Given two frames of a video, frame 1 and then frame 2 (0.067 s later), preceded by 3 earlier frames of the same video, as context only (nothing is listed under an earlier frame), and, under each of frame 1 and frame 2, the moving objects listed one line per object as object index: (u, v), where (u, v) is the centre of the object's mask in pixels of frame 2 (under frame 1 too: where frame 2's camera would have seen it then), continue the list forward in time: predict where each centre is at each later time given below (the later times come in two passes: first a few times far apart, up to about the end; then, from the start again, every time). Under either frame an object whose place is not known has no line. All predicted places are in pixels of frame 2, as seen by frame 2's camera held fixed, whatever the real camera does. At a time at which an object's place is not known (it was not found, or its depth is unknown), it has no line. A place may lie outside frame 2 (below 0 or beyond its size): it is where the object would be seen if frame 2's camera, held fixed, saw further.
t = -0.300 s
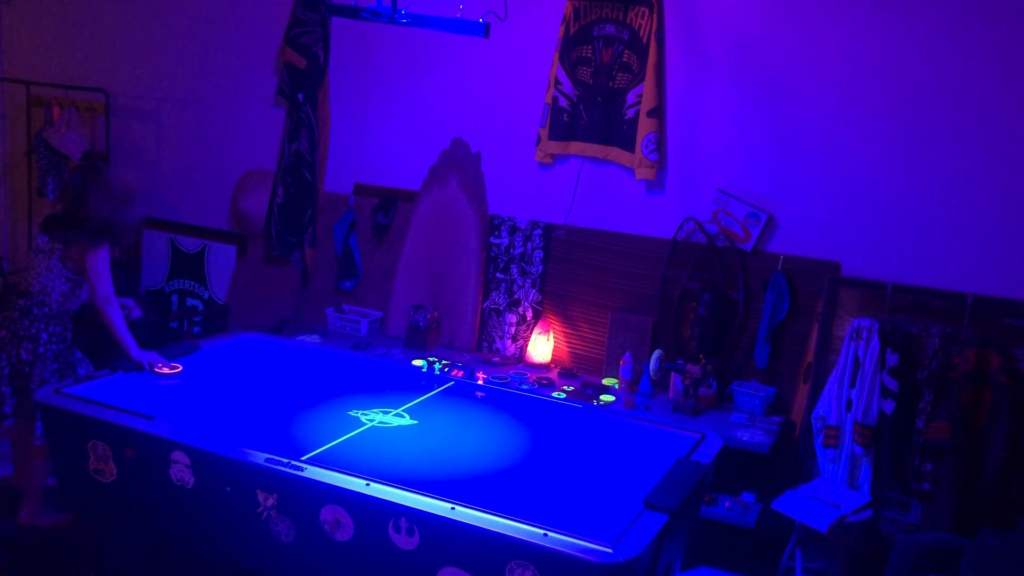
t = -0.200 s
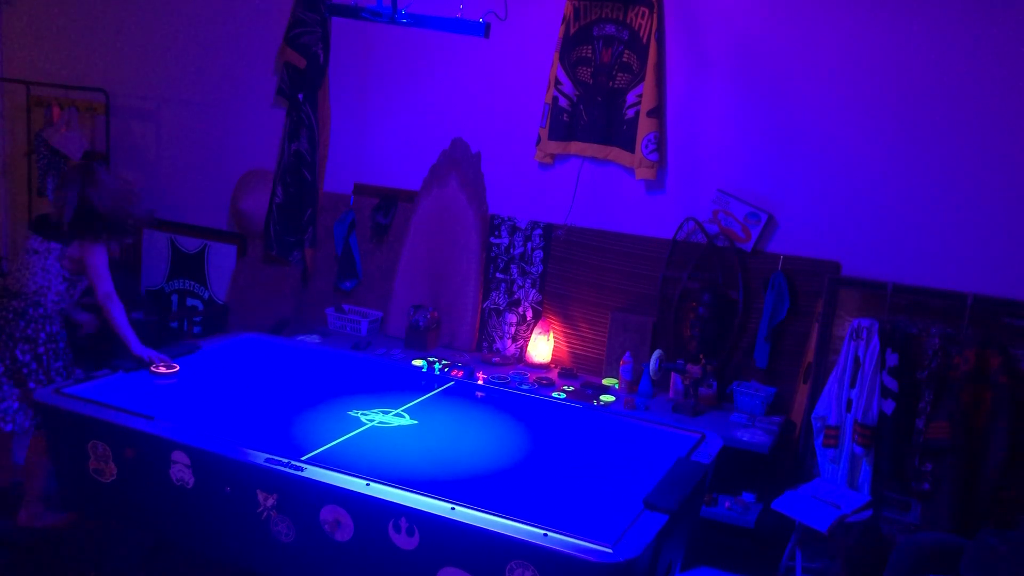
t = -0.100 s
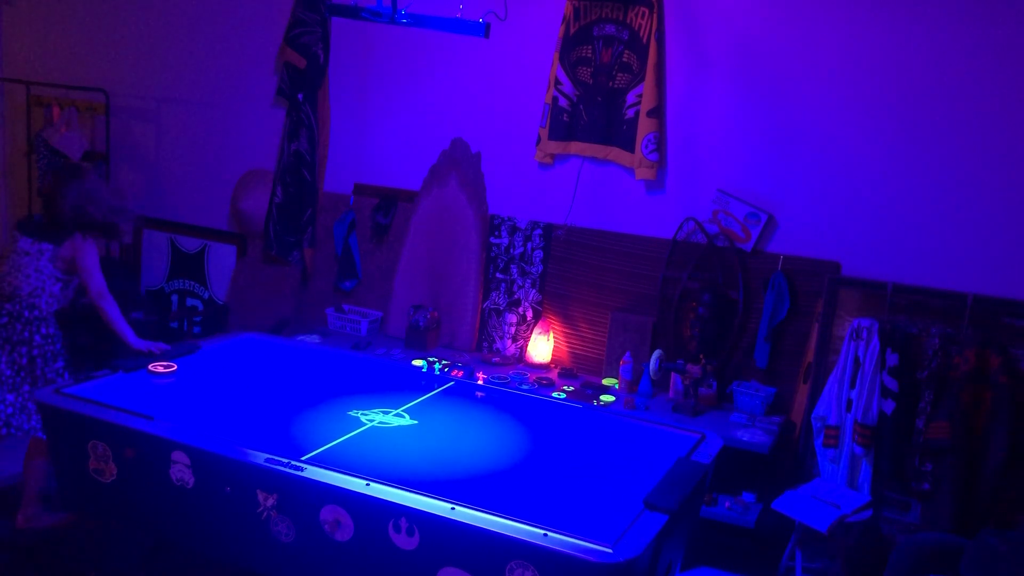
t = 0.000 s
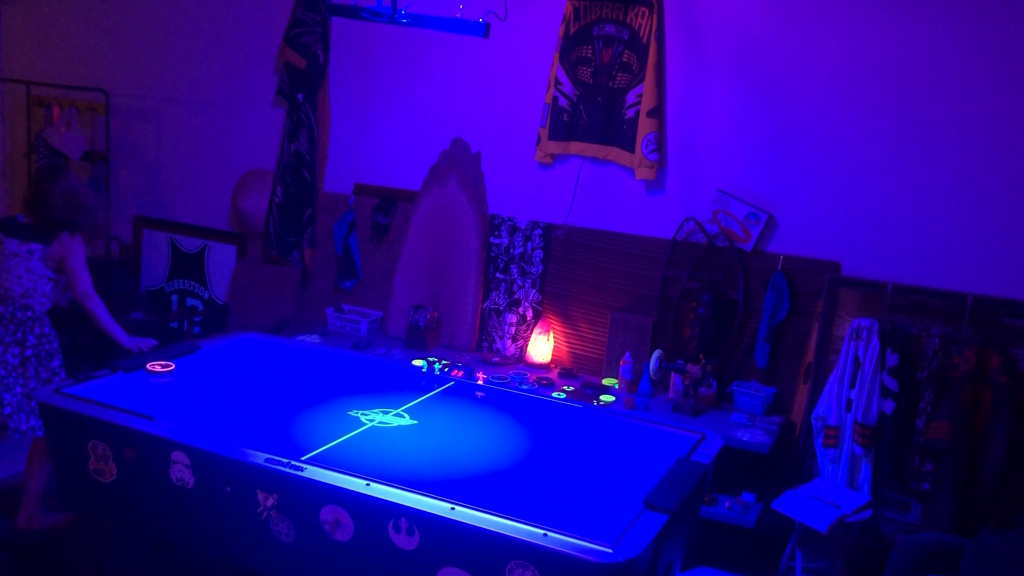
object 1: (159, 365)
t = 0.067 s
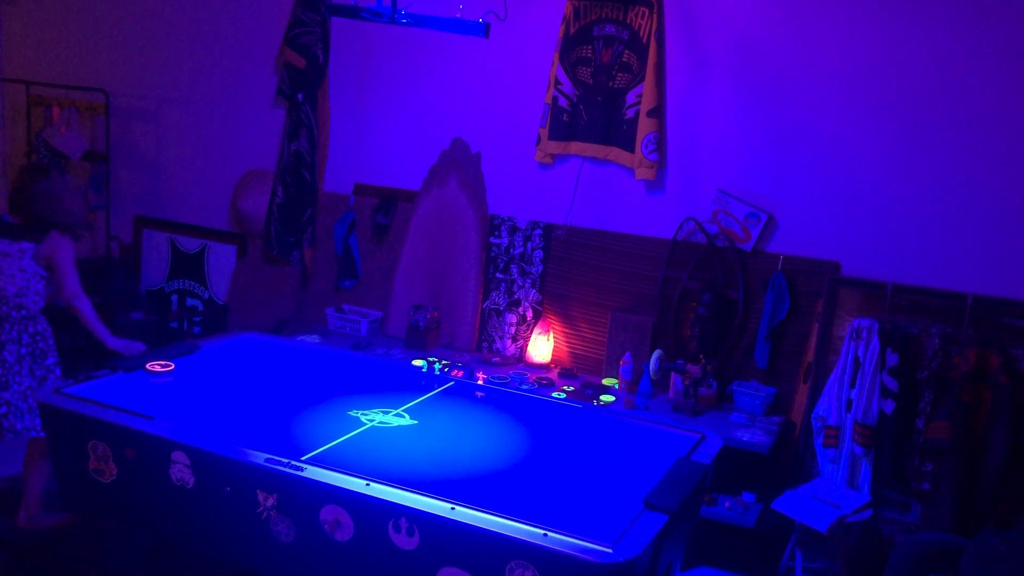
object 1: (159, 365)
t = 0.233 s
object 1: (161, 366)
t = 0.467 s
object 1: (166, 366)
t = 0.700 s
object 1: (171, 368)
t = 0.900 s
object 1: (176, 370)
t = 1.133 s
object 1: (183, 371)
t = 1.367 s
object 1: (190, 373)
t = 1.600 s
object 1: (197, 375)
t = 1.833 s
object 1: (206, 377)
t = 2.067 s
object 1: (214, 380)
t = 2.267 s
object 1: (222, 382)
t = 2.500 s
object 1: (233, 385)
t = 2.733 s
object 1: (243, 387)
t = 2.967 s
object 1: (255, 391)
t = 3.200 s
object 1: (267, 394)
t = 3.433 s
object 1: (279, 398)
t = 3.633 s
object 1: (290, 401)
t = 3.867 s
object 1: (304, 405)
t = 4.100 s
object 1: (318, 410)
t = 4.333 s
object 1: (332, 415)
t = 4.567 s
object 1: (348, 420)
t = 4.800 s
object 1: (365, 424)
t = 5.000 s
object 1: (380, 428)
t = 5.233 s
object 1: (398, 433)
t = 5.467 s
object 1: (416, 439)
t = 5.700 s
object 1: (437, 444)
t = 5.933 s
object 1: (458, 450)
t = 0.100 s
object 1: (159, 365)
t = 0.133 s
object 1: (160, 365)
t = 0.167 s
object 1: (160, 365)
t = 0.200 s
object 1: (161, 366)
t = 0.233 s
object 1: (161, 366)
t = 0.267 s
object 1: (162, 366)
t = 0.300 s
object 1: (163, 366)
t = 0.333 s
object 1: (163, 366)
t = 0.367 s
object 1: (164, 366)
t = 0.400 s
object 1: (164, 366)
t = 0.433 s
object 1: (165, 366)
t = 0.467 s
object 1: (166, 366)
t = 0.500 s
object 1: (166, 367)
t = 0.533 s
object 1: (167, 367)
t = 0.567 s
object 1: (168, 367)
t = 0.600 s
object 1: (169, 367)
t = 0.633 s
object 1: (169, 368)
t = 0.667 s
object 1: (170, 368)
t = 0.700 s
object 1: (171, 368)
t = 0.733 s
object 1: (171, 368)
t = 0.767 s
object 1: (172, 369)
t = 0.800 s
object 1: (174, 369)
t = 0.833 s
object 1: (174, 369)
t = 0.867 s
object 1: (175, 369)
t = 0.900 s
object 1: (176, 370)
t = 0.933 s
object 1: (177, 370)
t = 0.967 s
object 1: (178, 370)
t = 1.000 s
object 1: (179, 371)
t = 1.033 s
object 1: (180, 371)
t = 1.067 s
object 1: (181, 371)
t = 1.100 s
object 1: (182, 371)
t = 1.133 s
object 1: (183, 371)
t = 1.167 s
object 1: (184, 372)
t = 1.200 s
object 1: (185, 372)
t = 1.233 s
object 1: (186, 372)
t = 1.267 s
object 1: (186, 372)
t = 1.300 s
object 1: (187, 373)
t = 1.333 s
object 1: (189, 373)
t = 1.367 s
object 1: (190, 373)
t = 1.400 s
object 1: (191, 373)
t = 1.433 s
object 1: (192, 374)
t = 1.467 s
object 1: (193, 374)
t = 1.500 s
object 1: (194, 374)
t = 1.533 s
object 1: (195, 375)
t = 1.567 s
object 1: (196, 375)
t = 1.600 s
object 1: (197, 375)
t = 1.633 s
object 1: (198, 376)
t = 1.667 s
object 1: (200, 376)
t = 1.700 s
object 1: (201, 376)
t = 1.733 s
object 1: (202, 376)
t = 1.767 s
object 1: (203, 377)
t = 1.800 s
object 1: (204, 377)
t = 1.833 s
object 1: (206, 377)
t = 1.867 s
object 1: (207, 378)
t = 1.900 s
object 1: (208, 378)
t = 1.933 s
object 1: (209, 378)
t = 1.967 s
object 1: (211, 379)
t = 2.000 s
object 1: (212, 379)
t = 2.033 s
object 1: (213, 379)
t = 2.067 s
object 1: (214, 380)
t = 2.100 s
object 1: (216, 380)
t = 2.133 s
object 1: (217, 380)
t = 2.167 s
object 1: (218, 381)
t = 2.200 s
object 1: (220, 381)
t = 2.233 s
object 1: (221, 382)
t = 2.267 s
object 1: (222, 382)
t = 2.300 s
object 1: (224, 382)
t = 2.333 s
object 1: (226, 383)
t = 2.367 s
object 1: (227, 383)
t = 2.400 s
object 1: (228, 383)
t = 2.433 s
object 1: (230, 384)
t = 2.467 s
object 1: (231, 384)
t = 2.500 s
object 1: (233, 385)
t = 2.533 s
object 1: (234, 385)
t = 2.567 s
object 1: (236, 385)
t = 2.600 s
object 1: (237, 386)
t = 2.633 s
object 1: (239, 386)
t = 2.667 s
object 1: (240, 387)
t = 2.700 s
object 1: (242, 387)
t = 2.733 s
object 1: (243, 387)
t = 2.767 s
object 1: (245, 388)
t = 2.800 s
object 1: (247, 388)
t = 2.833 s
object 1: (248, 389)
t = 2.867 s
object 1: (250, 390)
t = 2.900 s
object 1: (252, 390)
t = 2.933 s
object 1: (253, 391)
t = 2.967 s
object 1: (255, 391)
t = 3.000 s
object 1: (256, 391)
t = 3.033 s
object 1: (258, 392)
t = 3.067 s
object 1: (260, 392)
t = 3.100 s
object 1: (261, 393)
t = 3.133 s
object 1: (263, 393)
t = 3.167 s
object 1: (265, 394)
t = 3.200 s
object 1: (267, 394)
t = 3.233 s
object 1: (268, 394)
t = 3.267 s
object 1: (270, 395)
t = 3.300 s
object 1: (271, 395)
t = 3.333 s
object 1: (273, 396)
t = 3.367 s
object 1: (275, 397)
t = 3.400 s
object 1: (277, 397)
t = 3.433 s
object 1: (279, 398)
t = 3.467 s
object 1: (281, 398)
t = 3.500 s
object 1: (283, 398)
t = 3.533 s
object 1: (285, 399)
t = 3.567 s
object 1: (286, 400)
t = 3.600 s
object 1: (288, 400)
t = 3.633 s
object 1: (290, 401)
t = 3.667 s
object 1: (292, 402)
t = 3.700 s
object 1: (294, 402)
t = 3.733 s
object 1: (296, 403)
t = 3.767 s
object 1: (298, 403)
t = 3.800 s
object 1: (300, 404)
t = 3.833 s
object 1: (302, 404)
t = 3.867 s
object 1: (304, 405)
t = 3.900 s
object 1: (306, 406)
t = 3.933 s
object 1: (308, 407)
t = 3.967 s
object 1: (310, 408)
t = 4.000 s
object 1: (312, 409)
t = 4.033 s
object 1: (314, 409)
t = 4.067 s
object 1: (316, 410)
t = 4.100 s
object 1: (318, 410)
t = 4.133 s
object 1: (320, 411)
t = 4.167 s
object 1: (322, 412)
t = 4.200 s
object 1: (324, 412)
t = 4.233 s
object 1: (326, 413)
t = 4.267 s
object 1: (329, 413)
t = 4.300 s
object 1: (330, 414)
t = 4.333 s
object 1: (332, 415)
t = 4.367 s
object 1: (335, 416)
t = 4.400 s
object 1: (337, 416)
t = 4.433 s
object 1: (339, 417)
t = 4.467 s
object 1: (342, 417)
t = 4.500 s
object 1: (344, 418)
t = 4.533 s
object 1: (346, 419)
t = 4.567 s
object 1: (348, 420)
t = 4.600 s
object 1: (351, 420)
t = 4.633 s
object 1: (353, 421)
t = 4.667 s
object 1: (355, 422)
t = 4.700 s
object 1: (358, 422)
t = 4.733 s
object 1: (360, 423)
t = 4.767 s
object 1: (362, 424)
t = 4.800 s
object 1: (365, 424)
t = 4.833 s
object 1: (367, 425)
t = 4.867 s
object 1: (370, 425)
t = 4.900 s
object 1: (372, 426)
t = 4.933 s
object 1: (374, 427)
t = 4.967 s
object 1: (377, 428)
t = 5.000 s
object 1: (380, 428)
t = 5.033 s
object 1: (382, 429)
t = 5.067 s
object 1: (384, 429)
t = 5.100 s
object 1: (387, 430)
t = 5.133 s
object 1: (389, 431)
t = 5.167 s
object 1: (392, 432)
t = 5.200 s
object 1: (395, 433)
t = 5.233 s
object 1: (398, 433)
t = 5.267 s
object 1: (400, 434)
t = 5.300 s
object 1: (403, 435)
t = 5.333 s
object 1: (406, 435)
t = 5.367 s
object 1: (408, 436)
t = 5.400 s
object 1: (411, 437)
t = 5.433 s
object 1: (414, 438)
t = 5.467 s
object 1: (416, 439)
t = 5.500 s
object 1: (419, 439)
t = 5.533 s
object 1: (422, 440)
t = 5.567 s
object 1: (425, 441)
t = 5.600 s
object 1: (428, 442)
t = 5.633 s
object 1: (431, 443)
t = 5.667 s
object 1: (434, 443)
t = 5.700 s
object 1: (437, 444)
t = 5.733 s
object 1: (439, 445)
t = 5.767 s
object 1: (442, 446)
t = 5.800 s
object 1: (446, 447)
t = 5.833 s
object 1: (449, 448)
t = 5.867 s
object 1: (452, 448)
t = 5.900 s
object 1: (455, 449)
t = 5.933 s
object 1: (458, 450)
